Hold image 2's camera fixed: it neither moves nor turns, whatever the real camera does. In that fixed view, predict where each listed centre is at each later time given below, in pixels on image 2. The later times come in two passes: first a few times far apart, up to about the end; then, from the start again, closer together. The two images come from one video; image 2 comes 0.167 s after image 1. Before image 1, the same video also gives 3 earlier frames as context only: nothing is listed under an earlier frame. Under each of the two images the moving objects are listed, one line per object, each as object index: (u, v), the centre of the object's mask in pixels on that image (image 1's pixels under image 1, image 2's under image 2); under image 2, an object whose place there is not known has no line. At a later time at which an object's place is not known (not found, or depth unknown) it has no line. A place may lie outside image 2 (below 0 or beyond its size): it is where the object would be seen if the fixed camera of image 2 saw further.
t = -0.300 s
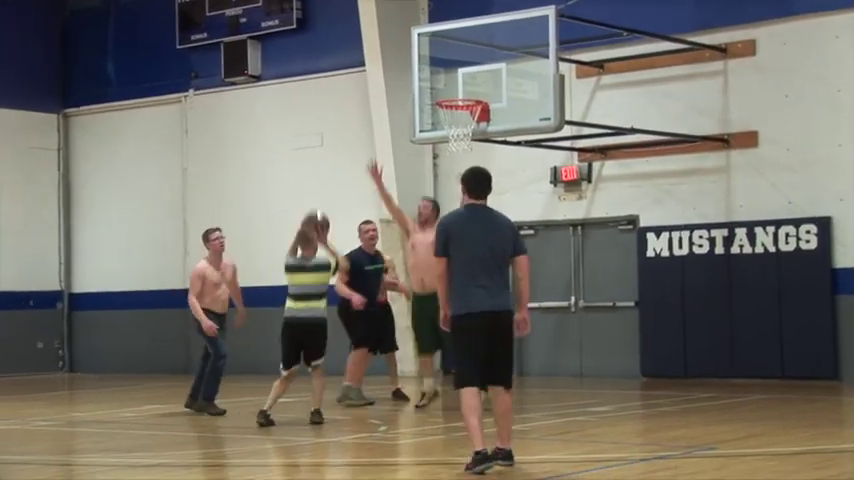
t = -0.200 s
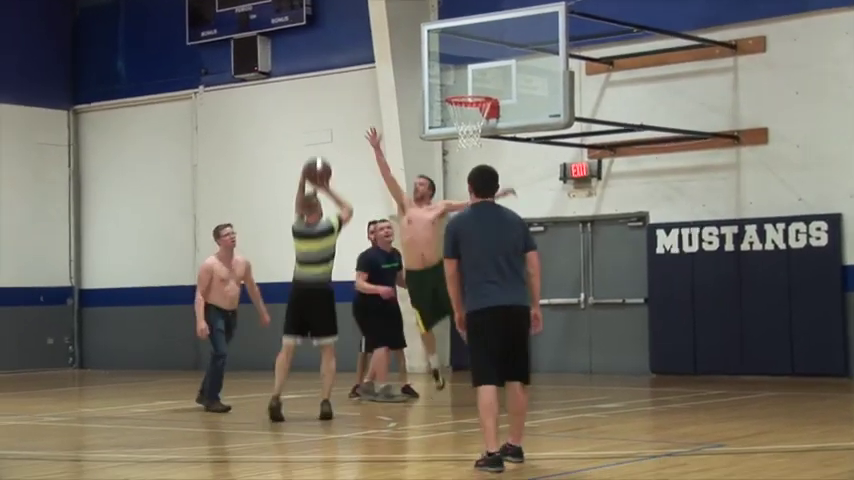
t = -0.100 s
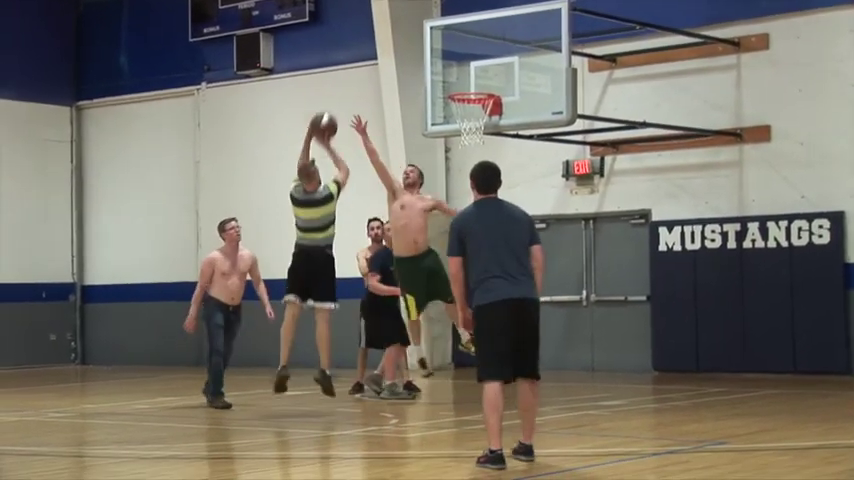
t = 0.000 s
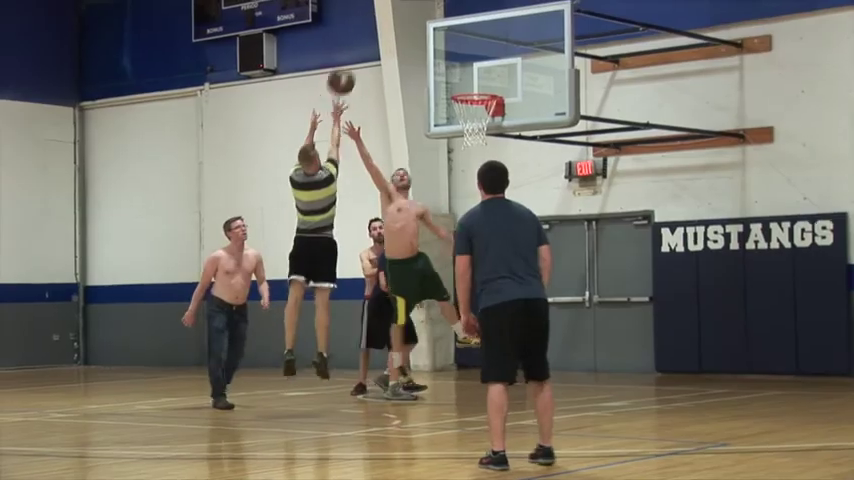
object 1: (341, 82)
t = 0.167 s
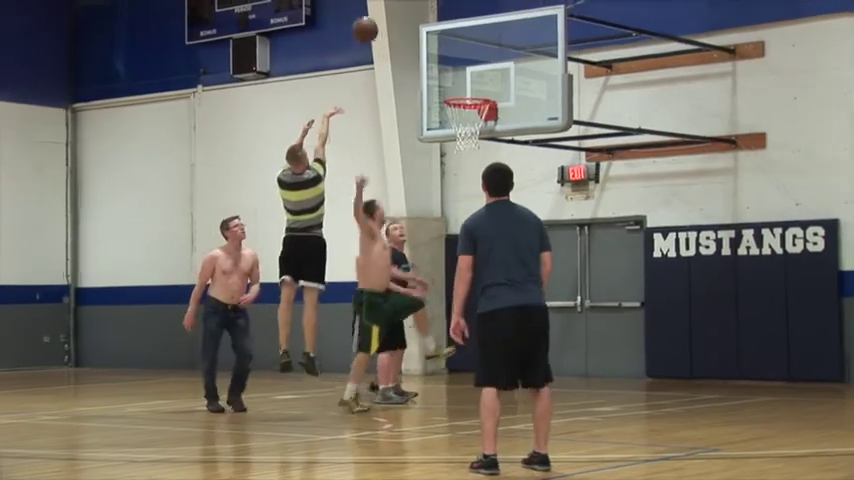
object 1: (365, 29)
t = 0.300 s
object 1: (387, 10)
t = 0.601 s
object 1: (436, 34)
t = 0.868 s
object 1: (475, 122)
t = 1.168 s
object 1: (480, 147)
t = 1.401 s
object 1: (482, 216)
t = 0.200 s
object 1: (371, 23)
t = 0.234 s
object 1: (376, 18)
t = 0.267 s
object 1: (382, 14)
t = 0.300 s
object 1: (387, 10)
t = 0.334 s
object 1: (393, 9)
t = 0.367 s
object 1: (399, 8)
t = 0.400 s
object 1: (404, 8)
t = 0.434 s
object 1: (410, 10)
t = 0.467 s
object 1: (416, 14)
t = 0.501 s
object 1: (421, 17)
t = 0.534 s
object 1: (426, 22)
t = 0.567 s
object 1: (431, 28)
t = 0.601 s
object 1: (436, 34)
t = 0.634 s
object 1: (441, 42)
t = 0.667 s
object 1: (447, 50)
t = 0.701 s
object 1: (451, 59)
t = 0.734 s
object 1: (456, 70)
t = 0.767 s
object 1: (461, 83)
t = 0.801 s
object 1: (466, 95)
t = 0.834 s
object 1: (471, 109)
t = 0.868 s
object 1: (475, 122)
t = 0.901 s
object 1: (479, 125)
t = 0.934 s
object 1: (480, 128)
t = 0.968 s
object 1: (480, 127)
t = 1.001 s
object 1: (480, 127)
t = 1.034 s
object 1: (480, 129)
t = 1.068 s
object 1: (480, 131)
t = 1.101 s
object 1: (480, 135)
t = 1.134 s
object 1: (480, 140)
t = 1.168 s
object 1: (480, 147)
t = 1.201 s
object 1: (480, 153)
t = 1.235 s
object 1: (481, 160)
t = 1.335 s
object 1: (480, 193)
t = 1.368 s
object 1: (480, 204)
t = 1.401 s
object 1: (482, 216)
